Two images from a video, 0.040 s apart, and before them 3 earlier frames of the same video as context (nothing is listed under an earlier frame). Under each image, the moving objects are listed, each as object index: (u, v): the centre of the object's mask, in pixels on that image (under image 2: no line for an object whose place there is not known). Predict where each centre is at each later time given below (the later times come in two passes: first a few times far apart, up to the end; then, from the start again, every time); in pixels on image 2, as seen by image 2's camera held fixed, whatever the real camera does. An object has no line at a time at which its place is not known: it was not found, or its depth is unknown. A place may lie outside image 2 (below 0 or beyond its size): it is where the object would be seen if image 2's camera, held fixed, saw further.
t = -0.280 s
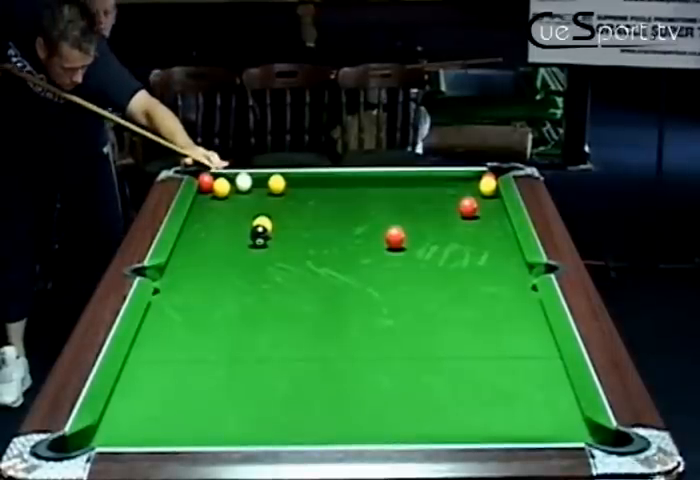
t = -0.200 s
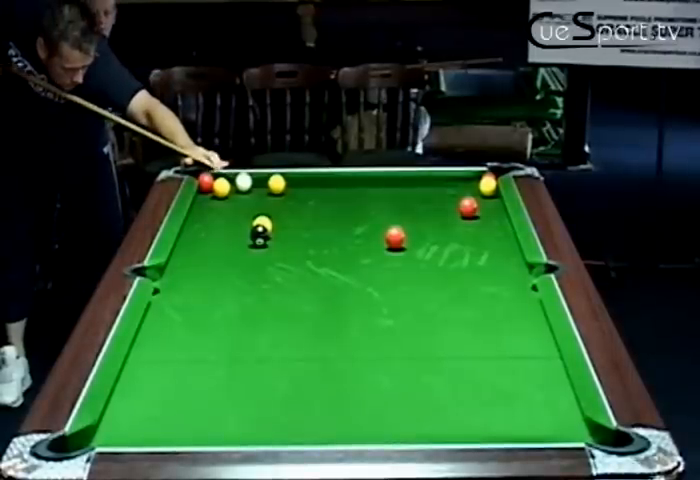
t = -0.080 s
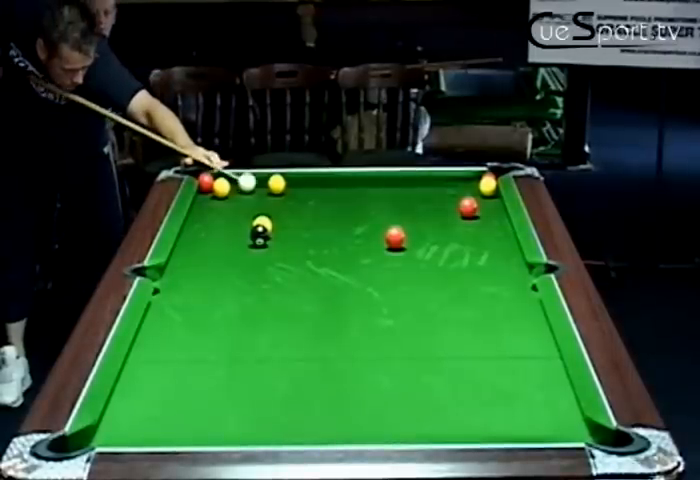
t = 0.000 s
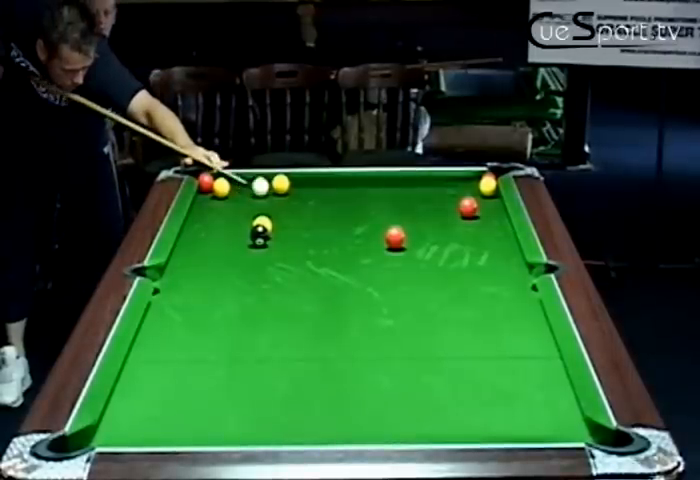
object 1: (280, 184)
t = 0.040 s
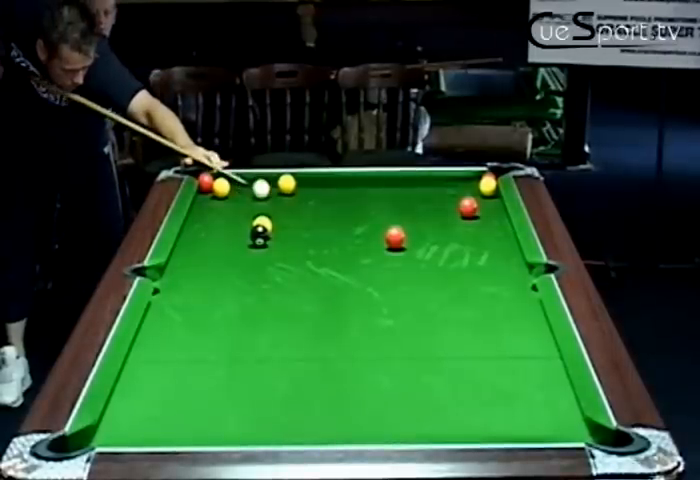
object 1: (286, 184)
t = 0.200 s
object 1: (306, 184)
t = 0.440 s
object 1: (333, 183)
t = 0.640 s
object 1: (355, 183)
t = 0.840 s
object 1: (375, 182)
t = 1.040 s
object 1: (393, 182)
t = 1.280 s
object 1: (414, 181)
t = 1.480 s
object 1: (430, 181)
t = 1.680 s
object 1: (445, 181)
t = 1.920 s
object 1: (461, 181)
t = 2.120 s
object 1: (471, 180)
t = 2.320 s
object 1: (472, 179)
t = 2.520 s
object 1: (472, 179)
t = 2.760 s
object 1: (472, 179)
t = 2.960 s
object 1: (472, 179)
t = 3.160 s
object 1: (472, 179)
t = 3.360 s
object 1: (472, 179)
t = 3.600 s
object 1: (472, 178)
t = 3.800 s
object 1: (472, 179)
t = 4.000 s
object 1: (472, 179)
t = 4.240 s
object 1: (472, 179)
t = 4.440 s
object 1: (472, 179)
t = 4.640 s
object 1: (472, 179)
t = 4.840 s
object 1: (472, 179)
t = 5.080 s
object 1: (472, 179)
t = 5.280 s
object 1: (472, 179)
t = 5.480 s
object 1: (472, 179)
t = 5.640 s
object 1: (472, 179)
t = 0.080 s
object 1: (291, 184)
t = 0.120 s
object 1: (296, 184)
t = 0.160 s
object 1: (301, 184)
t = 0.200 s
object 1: (306, 184)
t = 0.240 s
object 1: (310, 184)
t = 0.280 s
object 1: (315, 183)
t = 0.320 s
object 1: (320, 183)
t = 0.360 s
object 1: (324, 183)
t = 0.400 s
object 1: (329, 183)
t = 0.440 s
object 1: (333, 183)
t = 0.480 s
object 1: (338, 183)
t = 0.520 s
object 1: (342, 183)
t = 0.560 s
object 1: (346, 183)
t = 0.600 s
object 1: (350, 183)
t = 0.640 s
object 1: (355, 183)
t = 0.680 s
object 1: (359, 183)
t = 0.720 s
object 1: (363, 182)
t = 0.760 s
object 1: (367, 182)
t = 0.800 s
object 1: (371, 182)
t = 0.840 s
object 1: (375, 182)
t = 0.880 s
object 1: (379, 182)
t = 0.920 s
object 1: (382, 182)
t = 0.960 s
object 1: (386, 182)
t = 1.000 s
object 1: (390, 182)
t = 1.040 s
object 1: (393, 182)
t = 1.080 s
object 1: (397, 182)
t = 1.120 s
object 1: (401, 182)
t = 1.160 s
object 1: (404, 181)
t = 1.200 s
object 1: (407, 182)
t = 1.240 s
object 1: (411, 181)
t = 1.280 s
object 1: (414, 181)
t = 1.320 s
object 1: (417, 181)
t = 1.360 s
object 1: (421, 181)
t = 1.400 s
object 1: (424, 181)
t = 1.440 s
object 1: (427, 181)
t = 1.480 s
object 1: (430, 181)
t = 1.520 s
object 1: (433, 181)
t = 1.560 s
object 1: (436, 181)
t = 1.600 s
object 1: (439, 181)
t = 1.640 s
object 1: (442, 181)
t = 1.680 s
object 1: (445, 181)
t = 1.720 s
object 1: (448, 181)
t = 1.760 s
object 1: (450, 181)
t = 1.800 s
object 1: (453, 181)
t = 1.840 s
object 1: (456, 181)
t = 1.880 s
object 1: (458, 181)
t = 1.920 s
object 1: (461, 181)
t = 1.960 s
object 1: (463, 180)
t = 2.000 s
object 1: (466, 180)
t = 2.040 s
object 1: (468, 180)
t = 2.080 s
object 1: (470, 180)
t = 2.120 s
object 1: (471, 180)
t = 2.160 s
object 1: (472, 180)
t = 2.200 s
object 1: (472, 180)
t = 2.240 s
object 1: (472, 179)
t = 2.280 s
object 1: (472, 179)
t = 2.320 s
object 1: (472, 179)
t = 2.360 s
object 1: (472, 179)
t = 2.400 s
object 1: (472, 179)
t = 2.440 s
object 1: (472, 179)
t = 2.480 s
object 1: (472, 179)
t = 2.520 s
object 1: (472, 179)
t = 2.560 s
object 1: (472, 179)
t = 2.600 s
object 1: (472, 179)
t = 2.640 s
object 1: (472, 179)
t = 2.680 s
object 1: (472, 179)
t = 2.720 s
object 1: (472, 179)
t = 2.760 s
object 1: (472, 179)
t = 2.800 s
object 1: (472, 179)
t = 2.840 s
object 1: (472, 179)
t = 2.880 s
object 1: (472, 179)
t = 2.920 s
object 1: (472, 179)
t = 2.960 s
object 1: (472, 179)
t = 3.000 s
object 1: (472, 179)
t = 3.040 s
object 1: (472, 179)
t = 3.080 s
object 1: (472, 179)
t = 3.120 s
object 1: (472, 179)
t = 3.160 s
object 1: (472, 179)
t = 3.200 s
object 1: (472, 179)
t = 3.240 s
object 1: (472, 179)
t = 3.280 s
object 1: (472, 179)
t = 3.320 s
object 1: (472, 179)
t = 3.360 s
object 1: (472, 179)
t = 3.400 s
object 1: (472, 179)
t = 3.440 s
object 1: (472, 179)
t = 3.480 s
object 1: (472, 179)
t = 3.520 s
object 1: (472, 179)
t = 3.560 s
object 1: (472, 179)
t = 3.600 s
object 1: (472, 178)
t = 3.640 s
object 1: (472, 179)
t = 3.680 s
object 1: (472, 179)
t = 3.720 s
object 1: (472, 179)
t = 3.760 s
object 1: (472, 179)
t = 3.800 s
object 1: (472, 179)
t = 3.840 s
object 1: (472, 179)
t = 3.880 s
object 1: (472, 179)
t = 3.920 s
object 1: (472, 179)
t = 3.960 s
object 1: (472, 179)
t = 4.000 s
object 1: (472, 179)
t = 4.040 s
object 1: (472, 179)
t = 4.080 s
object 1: (472, 179)
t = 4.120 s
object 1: (472, 179)
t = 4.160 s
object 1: (472, 179)
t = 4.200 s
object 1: (472, 179)
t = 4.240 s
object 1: (472, 179)
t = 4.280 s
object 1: (472, 179)
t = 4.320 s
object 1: (472, 179)
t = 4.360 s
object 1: (472, 179)
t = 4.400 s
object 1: (472, 179)
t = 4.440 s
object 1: (472, 179)
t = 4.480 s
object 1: (472, 179)
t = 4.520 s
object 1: (472, 179)
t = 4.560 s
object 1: (472, 179)
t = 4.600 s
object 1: (472, 179)
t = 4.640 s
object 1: (472, 179)
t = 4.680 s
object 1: (472, 179)
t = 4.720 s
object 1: (472, 179)
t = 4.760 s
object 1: (472, 179)
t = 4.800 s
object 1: (472, 179)
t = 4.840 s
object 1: (472, 179)
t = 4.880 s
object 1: (472, 179)
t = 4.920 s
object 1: (472, 179)
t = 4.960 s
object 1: (472, 179)
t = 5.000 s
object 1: (472, 179)
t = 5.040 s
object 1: (472, 179)
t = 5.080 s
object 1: (472, 179)
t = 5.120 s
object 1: (472, 179)
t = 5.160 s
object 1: (472, 179)
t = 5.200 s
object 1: (472, 179)
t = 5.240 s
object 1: (472, 179)
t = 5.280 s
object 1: (472, 179)
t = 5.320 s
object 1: (472, 179)
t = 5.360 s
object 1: (472, 179)
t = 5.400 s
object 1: (472, 179)
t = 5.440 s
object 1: (472, 179)
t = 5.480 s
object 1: (472, 179)
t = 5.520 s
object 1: (472, 179)
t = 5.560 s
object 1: (472, 179)
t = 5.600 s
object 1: (472, 179)
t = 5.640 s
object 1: (472, 179)
